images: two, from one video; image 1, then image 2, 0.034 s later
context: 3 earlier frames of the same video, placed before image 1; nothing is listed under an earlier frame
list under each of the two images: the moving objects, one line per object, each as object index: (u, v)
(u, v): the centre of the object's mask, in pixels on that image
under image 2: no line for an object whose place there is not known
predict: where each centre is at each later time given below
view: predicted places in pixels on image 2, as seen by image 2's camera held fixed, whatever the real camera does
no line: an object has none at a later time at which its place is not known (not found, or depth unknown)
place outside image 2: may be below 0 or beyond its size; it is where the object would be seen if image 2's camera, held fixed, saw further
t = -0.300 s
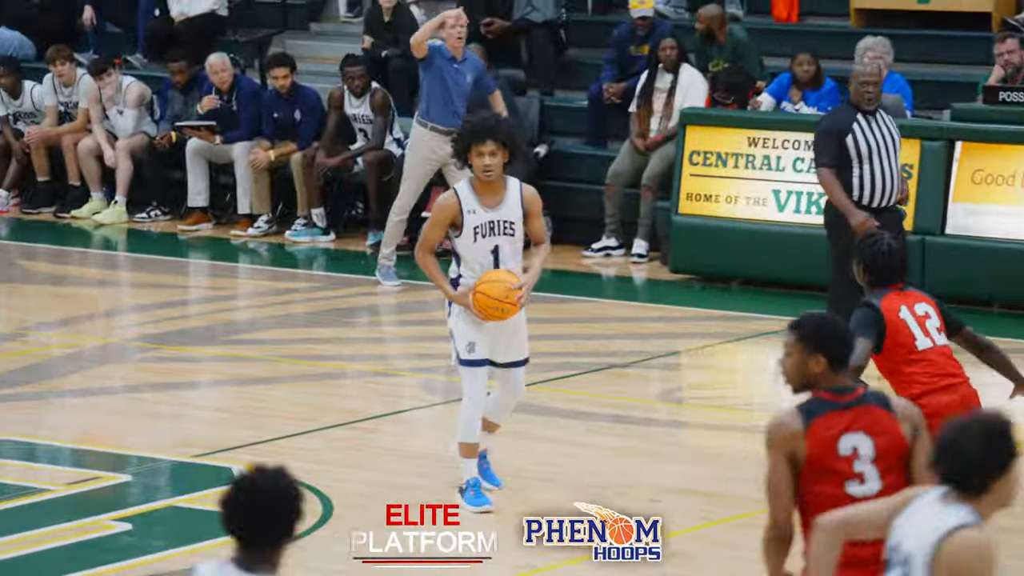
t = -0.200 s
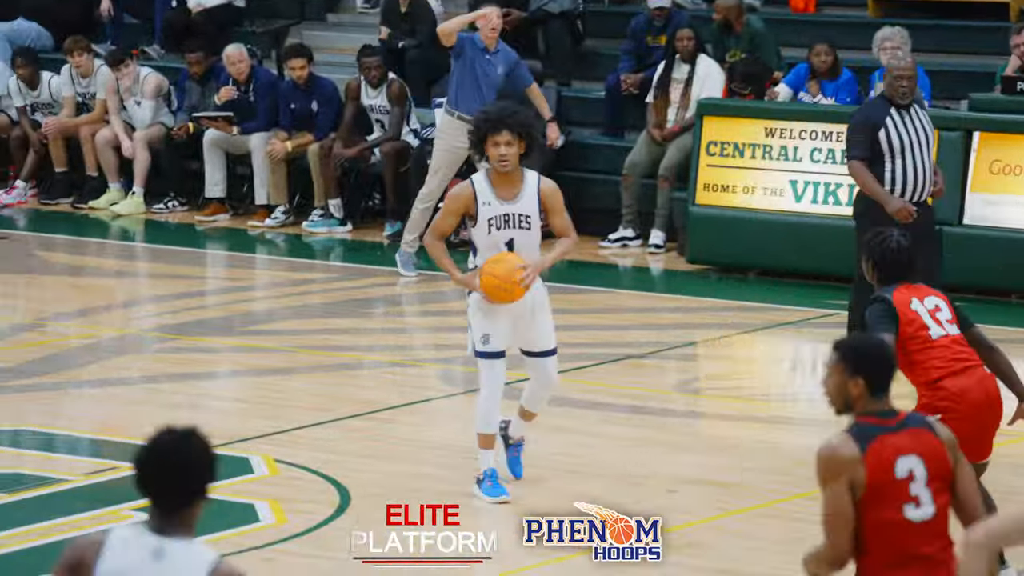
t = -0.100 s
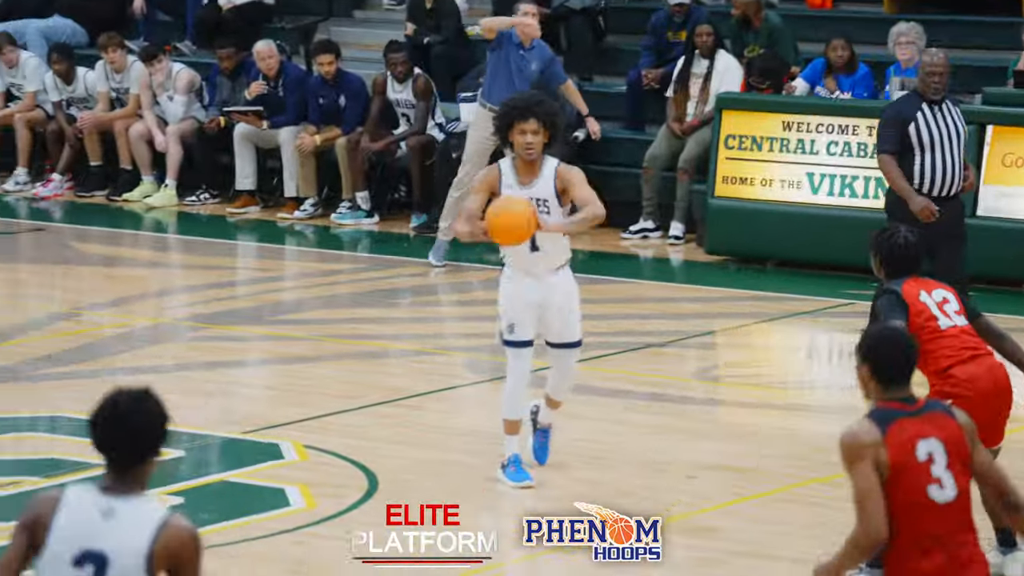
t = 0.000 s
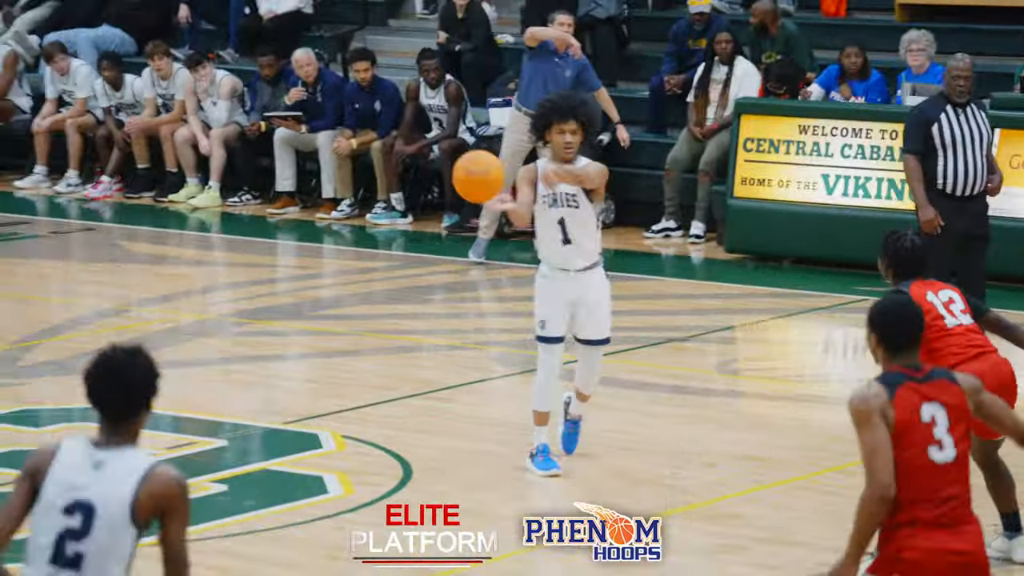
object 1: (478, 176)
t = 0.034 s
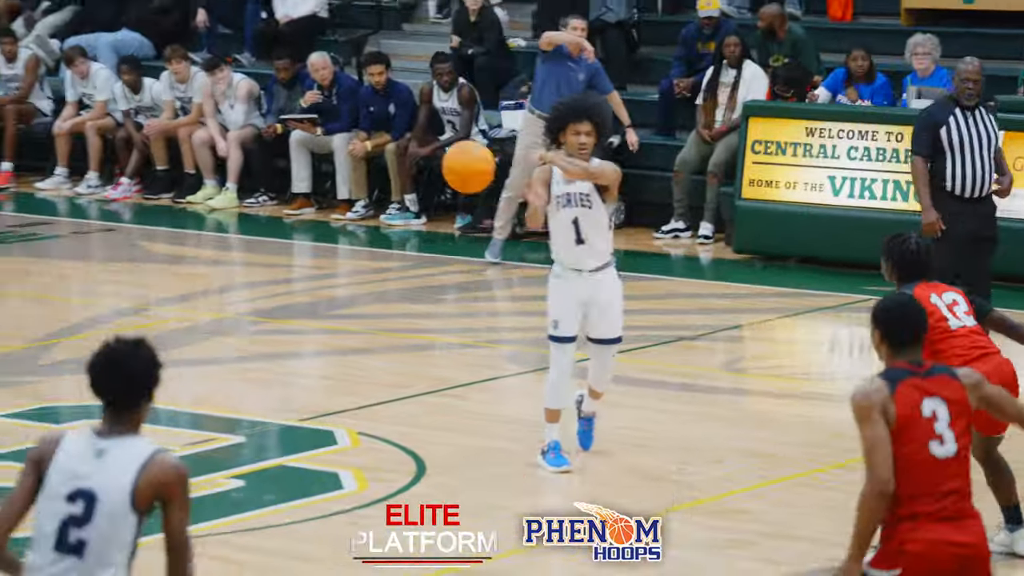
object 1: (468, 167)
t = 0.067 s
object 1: (445, 157)
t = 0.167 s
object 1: (379, 138)
